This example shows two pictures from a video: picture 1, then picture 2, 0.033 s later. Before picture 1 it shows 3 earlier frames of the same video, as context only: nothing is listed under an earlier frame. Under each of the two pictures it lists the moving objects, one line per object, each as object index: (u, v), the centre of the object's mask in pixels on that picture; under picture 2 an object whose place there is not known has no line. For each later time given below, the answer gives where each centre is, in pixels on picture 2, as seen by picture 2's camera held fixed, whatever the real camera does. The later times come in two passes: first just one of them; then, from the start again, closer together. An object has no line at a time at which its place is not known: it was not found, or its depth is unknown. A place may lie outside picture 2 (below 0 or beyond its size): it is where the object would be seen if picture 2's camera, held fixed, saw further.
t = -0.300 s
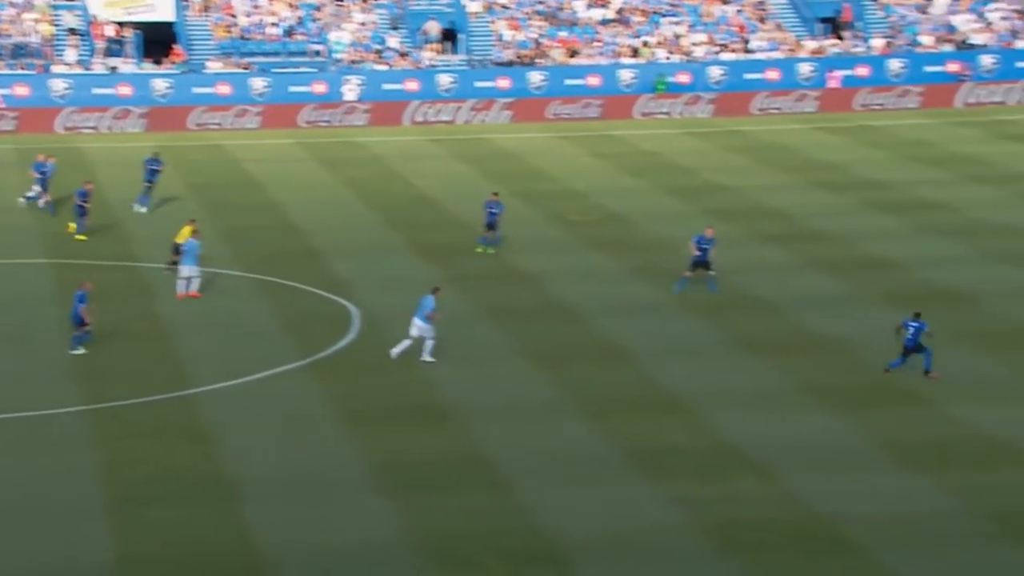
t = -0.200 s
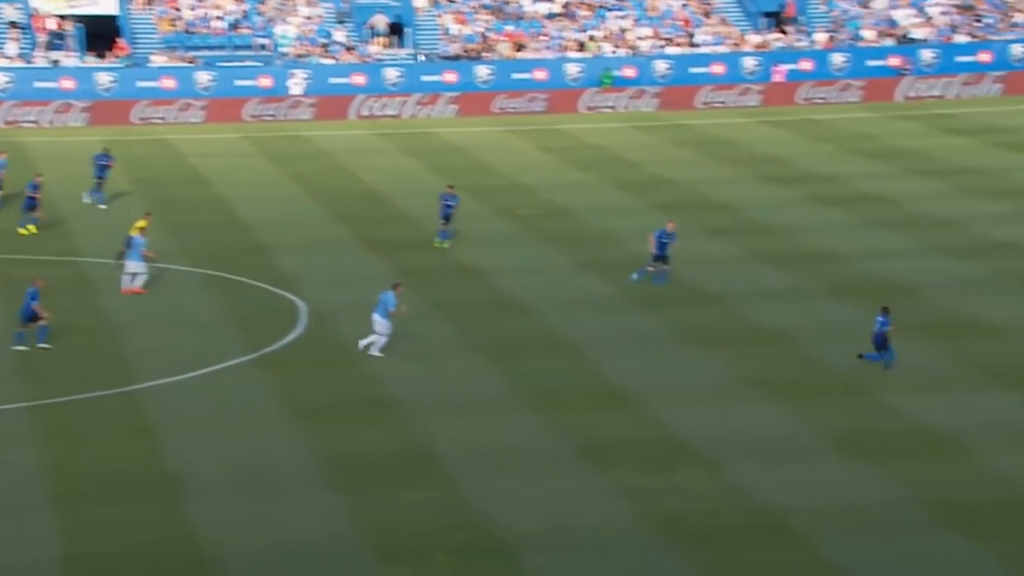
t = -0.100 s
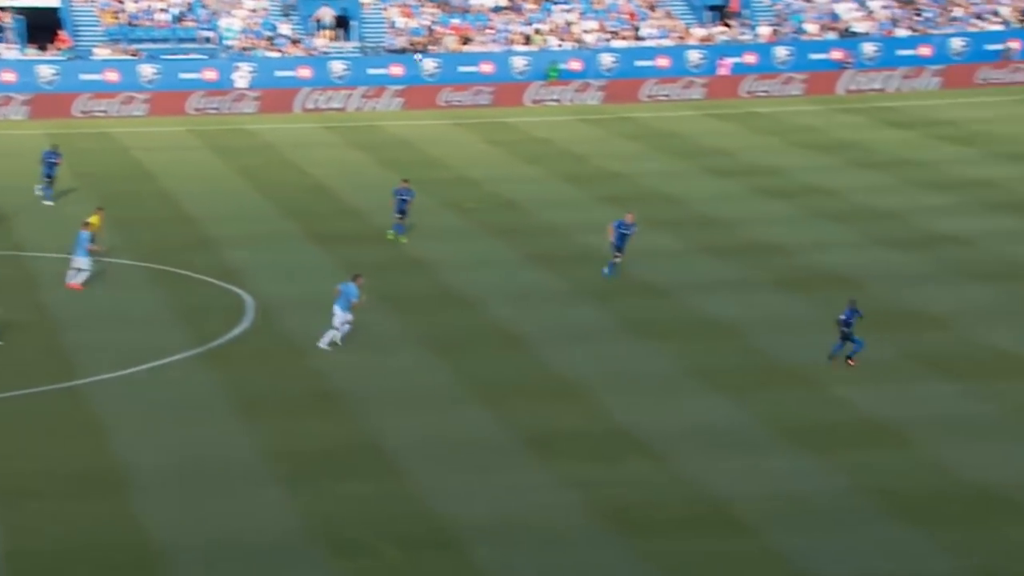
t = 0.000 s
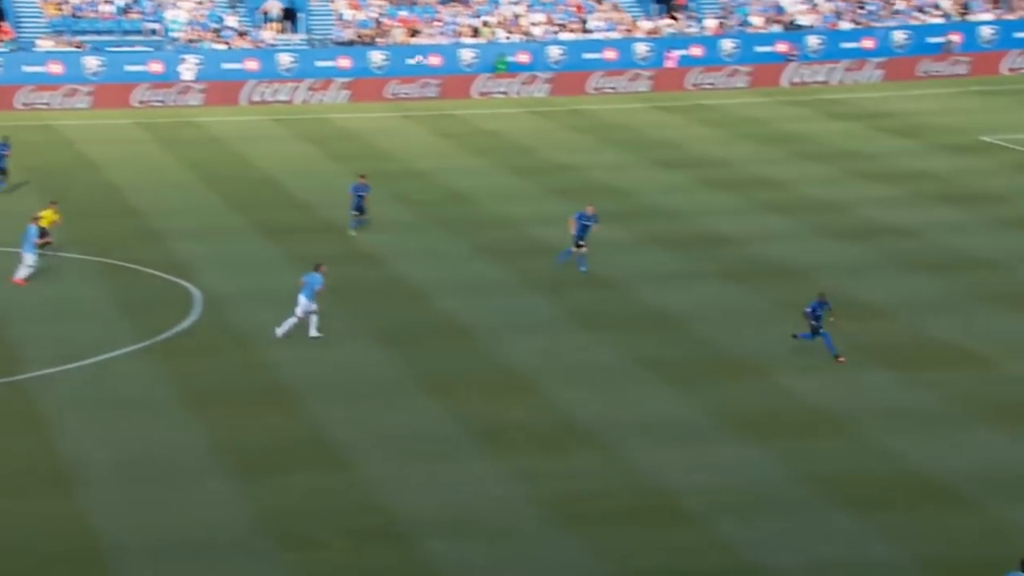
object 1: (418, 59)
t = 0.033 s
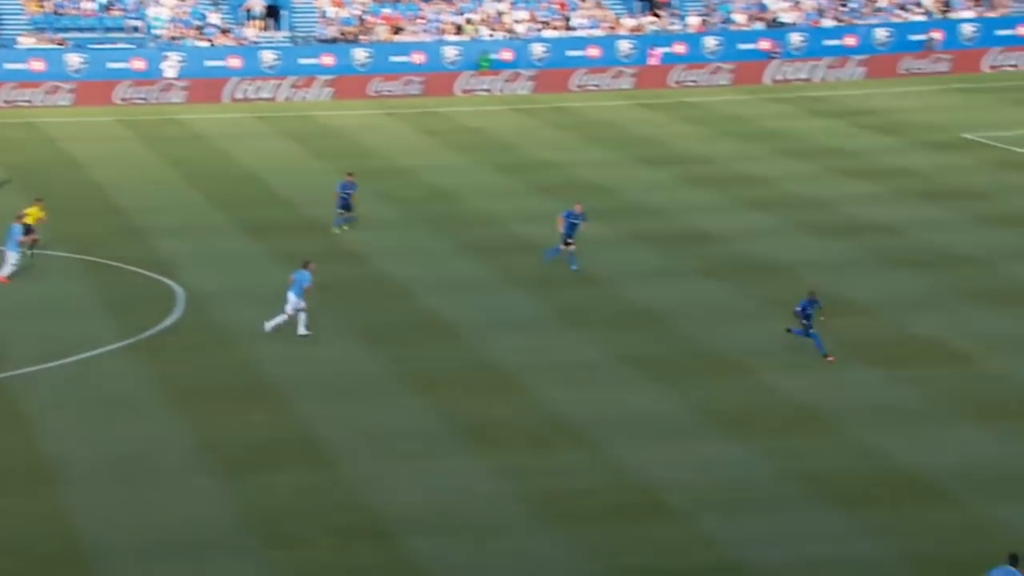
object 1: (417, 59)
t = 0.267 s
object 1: (542, 98)
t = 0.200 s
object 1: (505, 86)
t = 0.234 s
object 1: (524, 90)
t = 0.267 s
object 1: (542, 98)
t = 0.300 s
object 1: (560, 105)
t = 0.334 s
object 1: (579, 113)
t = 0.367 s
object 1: (599, 122)
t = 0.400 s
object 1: (617, 131)
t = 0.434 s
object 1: (637, 141)
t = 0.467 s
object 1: (657, 150)
